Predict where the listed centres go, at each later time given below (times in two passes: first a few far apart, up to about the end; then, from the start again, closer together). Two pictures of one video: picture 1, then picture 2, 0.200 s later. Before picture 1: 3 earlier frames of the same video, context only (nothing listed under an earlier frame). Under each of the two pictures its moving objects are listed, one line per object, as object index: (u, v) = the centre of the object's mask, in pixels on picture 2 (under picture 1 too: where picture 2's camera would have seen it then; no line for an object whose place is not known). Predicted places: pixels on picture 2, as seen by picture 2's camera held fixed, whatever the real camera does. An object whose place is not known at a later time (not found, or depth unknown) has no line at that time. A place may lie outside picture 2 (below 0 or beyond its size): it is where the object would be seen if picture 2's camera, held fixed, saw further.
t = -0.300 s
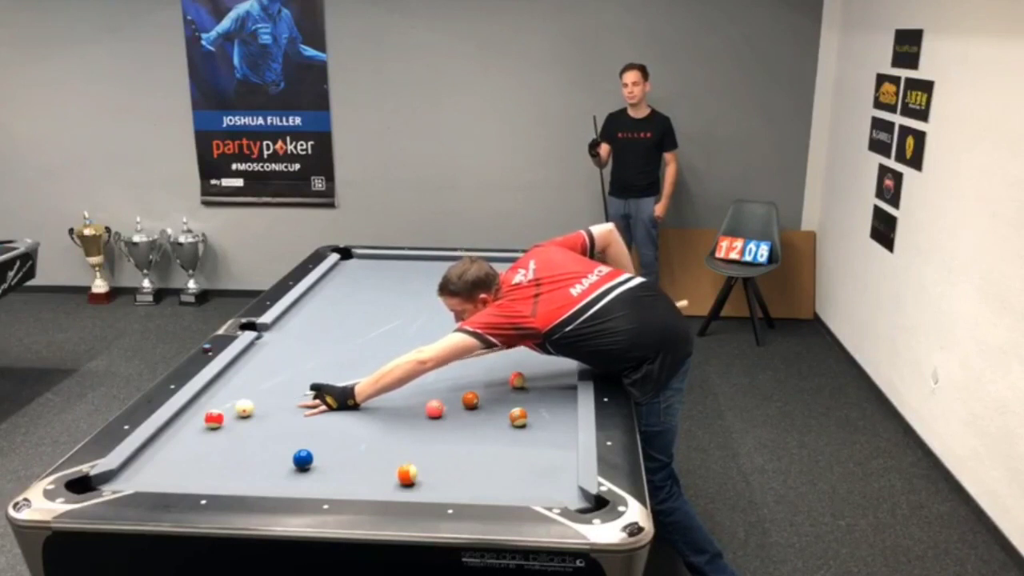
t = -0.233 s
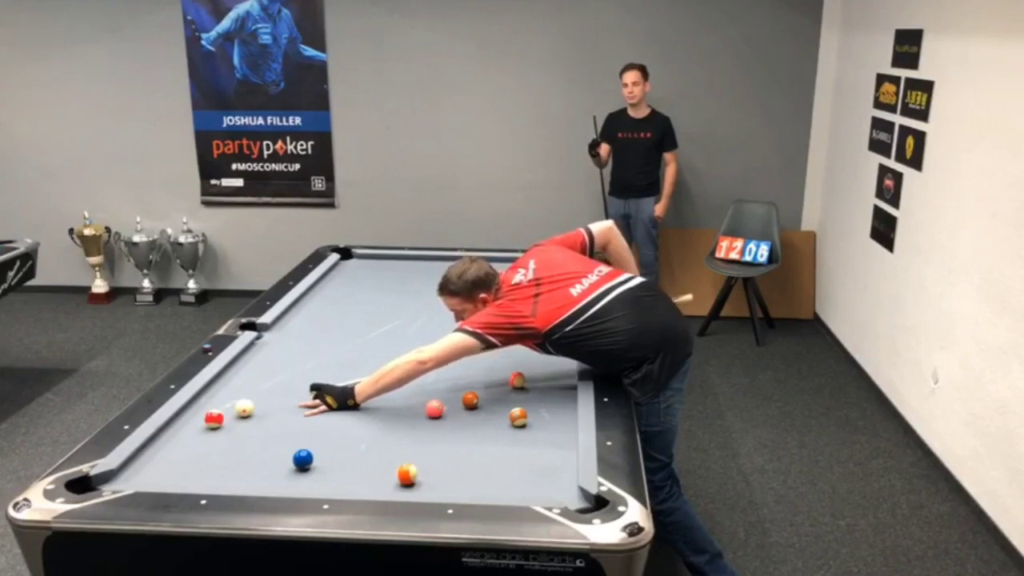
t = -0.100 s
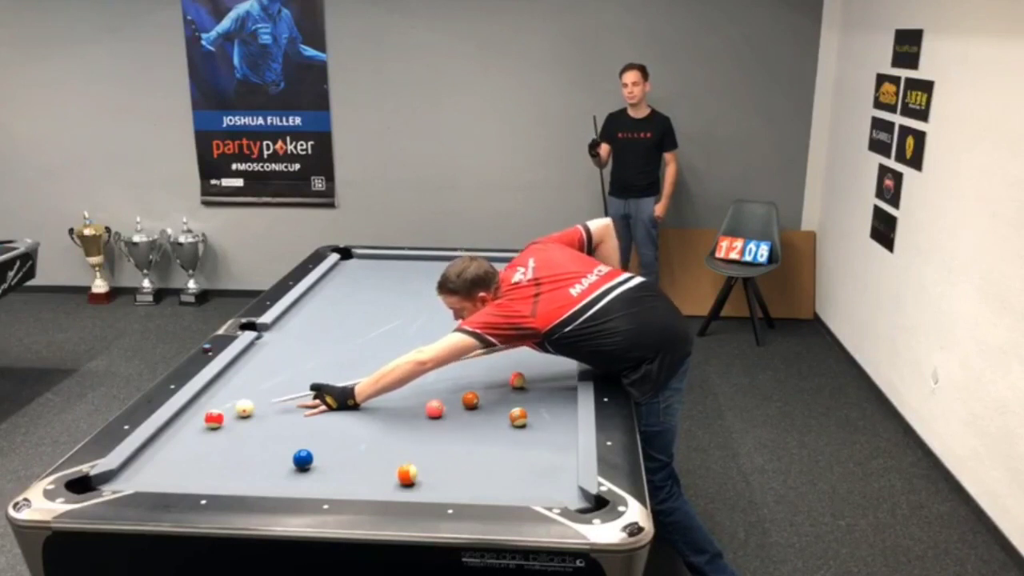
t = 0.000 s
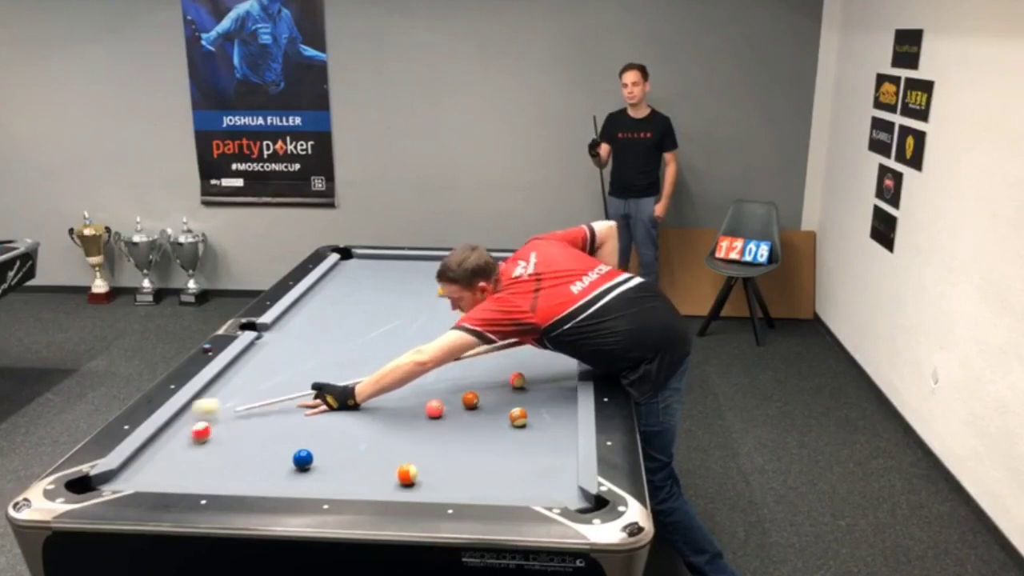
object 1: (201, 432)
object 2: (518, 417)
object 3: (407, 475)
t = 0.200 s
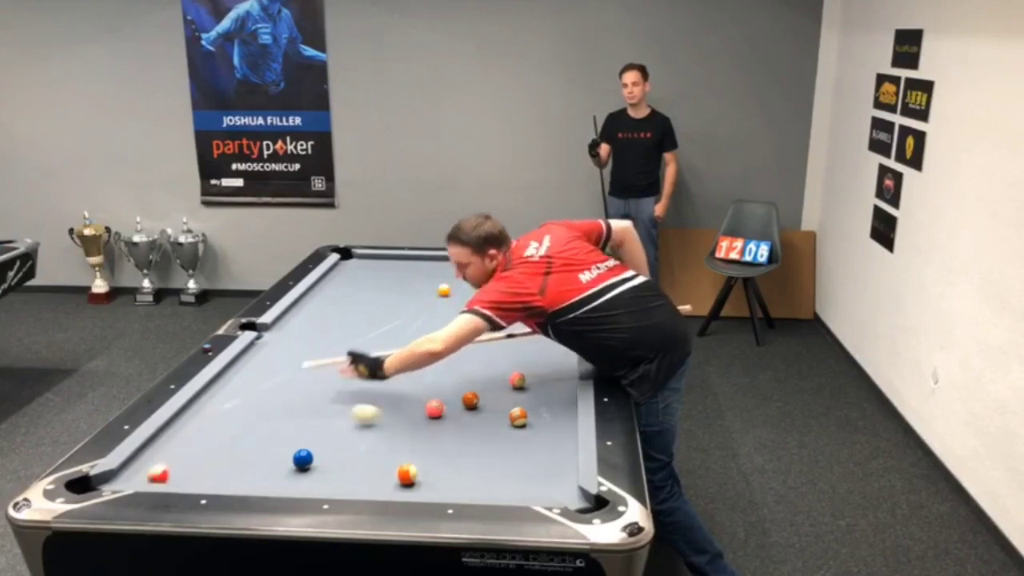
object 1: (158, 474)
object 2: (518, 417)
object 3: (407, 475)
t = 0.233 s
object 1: (153, 477)
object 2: (518, 417)
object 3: (407, 475)
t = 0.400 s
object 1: (169, 459)
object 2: (523, 415)
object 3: (407, 475)
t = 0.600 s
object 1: (184, 438)
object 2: (552, 402)
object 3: (407, 475)
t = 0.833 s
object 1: (200, 415)
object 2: (510, 391)
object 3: (407, 475)
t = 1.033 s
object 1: (213, 399)
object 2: (477, 384)
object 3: (407, 475)
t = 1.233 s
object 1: (222, 384)
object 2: (446, 377)
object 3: (407, 475)
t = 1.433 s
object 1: (232, 370)
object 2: (418, 371)
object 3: (406, 475)
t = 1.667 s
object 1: (243, 357)
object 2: (386, 364)
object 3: (382, 473)
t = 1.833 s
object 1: (254, 348)
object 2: (364, 359)
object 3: (368, 473)
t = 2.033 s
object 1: (266, 339)
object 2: (340, 354)
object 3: (349, 472)
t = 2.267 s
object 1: (279, 329)
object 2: (314, 348)
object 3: (330, 471)
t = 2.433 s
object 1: (287, 323)
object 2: (296, 344)
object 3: (317, 471)
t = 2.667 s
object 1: (299, 315)
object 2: (272, 339)
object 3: (300, 471)
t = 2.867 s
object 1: (306, 308)
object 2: (271, 336)
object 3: (286, 471)
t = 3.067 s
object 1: (314, 302)
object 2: (283, 334)
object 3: (274, 470)
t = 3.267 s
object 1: (321, 297)
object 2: (295, 332)
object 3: (262, 469)
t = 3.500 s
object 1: (328, 291)
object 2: (307, 331)
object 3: (249, 469)
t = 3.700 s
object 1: (334, 286)
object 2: (316, 330)
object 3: (240, 469)
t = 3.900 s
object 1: (339, 282)
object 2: (325, 330)
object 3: (231, 470)
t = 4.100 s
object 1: (344, 277)
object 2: (333, 329)
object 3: (223, 470)
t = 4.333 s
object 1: (350, 273)
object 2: (341, 328)
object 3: (215, 470)
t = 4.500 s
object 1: (353, 270)
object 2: (347, 328)
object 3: (210, 470)
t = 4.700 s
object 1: (357, 267)
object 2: (352, 327)
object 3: (205, 470)
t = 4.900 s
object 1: (361, 264)
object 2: (358, 326)
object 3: (201, 470)
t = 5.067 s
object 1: (364, 261)
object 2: (361, 326)
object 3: (199, 469)
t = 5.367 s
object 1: (368, 258)
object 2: (367, 325)
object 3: (196, 469)
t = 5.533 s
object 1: (370, 257)
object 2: (369, 325)
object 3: (195, 469)
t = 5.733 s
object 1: (369, 258)
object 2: (371, 325)
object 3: (195, 470)
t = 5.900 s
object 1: (369, 259)
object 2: (373, 325)
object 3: (195, 470)
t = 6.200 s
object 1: (368, 260)
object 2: (374, 325)
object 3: (195, 470)
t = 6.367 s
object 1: (367, 262)
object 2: (374, 325)
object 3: (195, 470)
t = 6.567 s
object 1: (366, 263)
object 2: (374, 325)
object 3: (195, 470)
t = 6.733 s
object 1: (365, 263)
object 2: (374, 324)
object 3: (196, 470)
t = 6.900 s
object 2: (374, 325)
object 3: (196, 470)
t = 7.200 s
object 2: (374, 325)
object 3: (196, 470)
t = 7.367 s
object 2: (374, 325)
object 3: (196, 470)
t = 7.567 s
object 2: (374, 325)
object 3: (196, 470)
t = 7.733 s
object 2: (374, 325)
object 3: (196, 470)
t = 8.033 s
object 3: (196, 470)
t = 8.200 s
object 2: (374, 325)
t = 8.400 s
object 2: (374, 325)
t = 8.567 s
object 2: (374, 325)
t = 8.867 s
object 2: (374, 324)
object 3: (196, 470)
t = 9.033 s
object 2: (374, 324)
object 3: (196, 470)
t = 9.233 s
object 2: (373, 324)
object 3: (196, 469)
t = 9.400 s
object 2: (373, 324)
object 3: (196, 469)
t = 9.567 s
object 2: (374, 324)
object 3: (196, 470)
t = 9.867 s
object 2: (374, 324)
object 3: (196, 470)
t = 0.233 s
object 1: (153, 477)
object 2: (518, 417)
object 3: (407, 475)
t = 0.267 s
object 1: (156, 474)
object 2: (518, 417)
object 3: (406, 475)
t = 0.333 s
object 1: (163, 467)
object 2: (518, 417)
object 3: (406, 475)
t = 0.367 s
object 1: (166, 462)
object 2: (518, 417)
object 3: (407, 475)
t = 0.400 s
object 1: (169, 459)
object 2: (523, 415)
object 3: (407, 475)
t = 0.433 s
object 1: (172, 455)
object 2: (538, 412)
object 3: (407, 475)
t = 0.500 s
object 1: (177, 448)
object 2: (564, 405)
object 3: (407, 475)
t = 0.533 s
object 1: (180, 445)
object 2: (567, 404)
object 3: (406, 475)
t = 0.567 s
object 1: (182, 440)
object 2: (559, 402)
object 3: (407, 475)
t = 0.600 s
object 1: (184, 438)
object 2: (552, 402)
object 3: (407, 475)
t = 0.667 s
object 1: (189, 431)
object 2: (539, 398)
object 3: (406, 475)
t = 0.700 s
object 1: (192, 427)
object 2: (533, 397)
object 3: (407, 475)
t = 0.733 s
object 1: (194, 424)
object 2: (528, 395)
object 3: (407, 475)
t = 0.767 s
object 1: (196, 421)
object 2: (521, 394)
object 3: (407, 475)
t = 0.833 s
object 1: (200, 415)
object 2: (510, 391)
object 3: (407, 475)
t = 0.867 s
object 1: (202, 412)
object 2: (504, 390)
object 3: (406, 475)
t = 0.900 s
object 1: (204, 409)
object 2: (499, 389)
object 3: (407, 475)
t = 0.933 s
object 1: (207, 407)
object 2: (494, 387)
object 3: (406, 475)
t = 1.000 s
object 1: (211, 401)
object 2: (483, 385)
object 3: (407, 475)
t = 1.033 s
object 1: (213, 399)
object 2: (477, 384)
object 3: (407, 475)
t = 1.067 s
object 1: (214, 396)
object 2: (472, 383)
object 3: (407, 475)
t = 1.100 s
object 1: (216, 393)
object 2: (467, 382)
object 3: (407, 475)
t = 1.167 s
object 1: (219, 389)
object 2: (457, 379)
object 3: (407, 475)
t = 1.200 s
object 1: (221, 387)
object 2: (451, 378)
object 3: (406, 475)
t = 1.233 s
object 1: (222, 384)
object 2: (446, 377)
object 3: (407, 475)
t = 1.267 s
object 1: (224, 381)
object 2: (441, 376)
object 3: (407, 475)
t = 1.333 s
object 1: (227, 377)
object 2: (432, 374)
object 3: (407, 475)
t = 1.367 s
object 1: (229, 375)
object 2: (427, 373)
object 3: (407, 475)
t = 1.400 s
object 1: (231, 372)
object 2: (423, 372)
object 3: (407, 475)
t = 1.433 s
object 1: (232, 370)
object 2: (418, 371)
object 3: (406, 475)
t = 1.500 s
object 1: (235, 367)
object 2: (408, 369)
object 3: (399, 474)
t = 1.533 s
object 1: (237, 364)
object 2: (403, 368)
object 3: (396, 474)
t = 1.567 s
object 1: (238, 362)
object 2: (399, 366)
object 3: (392, 474)
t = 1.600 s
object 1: (240, 360)
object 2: (395, 365)
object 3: (389, 474)
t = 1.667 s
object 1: (243, 357)
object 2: (386, 364)
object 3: (382, 473)
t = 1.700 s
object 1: (247, 355)
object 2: (381, 363)
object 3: (379, 473)
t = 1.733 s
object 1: (248, 353)
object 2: (377, 362)
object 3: (376, 473)
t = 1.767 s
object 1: (250, 352)
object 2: (373, 361)
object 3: (373, 473)
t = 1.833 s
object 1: (254, 348)
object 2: (364, 359)
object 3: (368, 473)
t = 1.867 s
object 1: (257, 346)
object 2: (360, 358)
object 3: (364, 473)
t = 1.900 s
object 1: (259, 345)
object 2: (356, 357)
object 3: (361, 473)
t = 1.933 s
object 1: (261, 344)
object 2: (352, 356)
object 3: (358, 472)
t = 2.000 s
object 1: (264, 341)
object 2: (344, 355)
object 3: (352, 472)
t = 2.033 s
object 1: (266, 339)
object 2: (340, 354)
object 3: (349, 472)
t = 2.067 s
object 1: (268, 338)
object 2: (336, 353)
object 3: (346, 472)
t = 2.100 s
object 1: (270, 337)
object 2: (332, 352)
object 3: (343, 472)
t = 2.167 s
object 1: (274, 334)
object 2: (325, 350)
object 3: (339, 472)
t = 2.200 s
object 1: (275, 332)
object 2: (321, 350)
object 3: (335, 472)
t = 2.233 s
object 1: (277, 331)
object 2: (318, 348)
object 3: (333, 471)
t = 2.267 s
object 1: (279, 329)
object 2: (314, 348)
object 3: (330, 471)
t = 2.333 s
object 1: (282, 327)
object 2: (306, 346)
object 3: (324, 471)
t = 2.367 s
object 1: (284, 326)
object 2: (302, 345)
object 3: (322, 471)
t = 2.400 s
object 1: (286, 324)
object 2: (299, 344)
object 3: (320, 471)
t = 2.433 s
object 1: (287, 323)
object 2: (296, 344)
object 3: (317, 471)
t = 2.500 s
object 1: (290, 321)
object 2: (289, 342)
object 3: (312, 471)
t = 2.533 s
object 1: (292, 319)
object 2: (286, 342)
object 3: (310, 471)
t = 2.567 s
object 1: (293, 318)
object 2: (282, 341)
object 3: (307, 471)
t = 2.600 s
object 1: (295, 317)
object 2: (279, 340)
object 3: (305, 470)
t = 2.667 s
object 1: (299, 315)
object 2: (272, 339)
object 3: (300, 471)
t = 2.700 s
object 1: (299, 314)
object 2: (269, 338)
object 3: (298, 471)
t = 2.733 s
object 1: (301, 312)
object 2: (266, 337)
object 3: (296, 470)
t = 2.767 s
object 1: (302, 311)
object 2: (266, 337)
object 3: (293, 470)
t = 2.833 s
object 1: (305, 309)
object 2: (269, 336)
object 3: (288, 470)
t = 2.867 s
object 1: (306, 308)
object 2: (271, 336)
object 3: (286, 471)
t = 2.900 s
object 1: (307, 307)
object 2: (274, 335)
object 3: (284, 471)
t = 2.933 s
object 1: (309, 307)
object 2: (275, 335)
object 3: (282, 470)
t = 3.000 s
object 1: (311, 304)
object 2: (280, 335)
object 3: (278, 470)
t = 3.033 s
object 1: (313, 303)
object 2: (281, 334)
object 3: (276, 470)
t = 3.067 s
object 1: (314, 302)
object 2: (283, 334)
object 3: (274, 470)
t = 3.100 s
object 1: (315, 302)
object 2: (286, 334)
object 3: (271, 470)
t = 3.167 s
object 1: (317, 299)
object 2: (289, 333)
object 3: (267, 470)
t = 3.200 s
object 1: (319, 298)
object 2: (291, 333)
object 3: (265, 470)
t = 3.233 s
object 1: (320, 298)
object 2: (294, 333)
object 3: (264, 470)
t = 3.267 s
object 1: (321, 297)
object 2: (295, 332)
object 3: (262, 469)
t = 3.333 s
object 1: (323, 295)
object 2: (299, 332)
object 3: (258, 469)
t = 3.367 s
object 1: (324, 294)
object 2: (301, 332)
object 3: (256, 469)
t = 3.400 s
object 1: (325, 293)
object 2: (302, 332)
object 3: (254, 469)
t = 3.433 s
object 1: (326, 292)
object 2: (304, 332)
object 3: (252, 469)
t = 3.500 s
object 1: (328, 291)
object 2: (307, 331)
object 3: (249, 469)
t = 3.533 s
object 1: (329, 290)
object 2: (309, 331)
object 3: (247, 469)
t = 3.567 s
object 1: (330, 289)
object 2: (310, 331)
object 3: (246, 469)
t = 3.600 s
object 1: (331, 288)
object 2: (312, 331)
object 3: (244, 469)
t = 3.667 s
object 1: (333, 287)
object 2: (315, 330)
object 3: (241, 470)
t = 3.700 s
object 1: (334, 286)
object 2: (316, 330)
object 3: (240, 469)
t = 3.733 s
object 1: (335, 285)
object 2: (318, 330)
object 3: (238, 469)
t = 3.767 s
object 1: (336, 284)
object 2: (319, 330)
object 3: (237, 470)
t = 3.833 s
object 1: (338, 283)
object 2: (322, 330)
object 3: (234, 470)
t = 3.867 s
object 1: (339, 282)
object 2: (324, 330)
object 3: (232, 470)
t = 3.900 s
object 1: (339, 282)
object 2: (325, 330)
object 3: (231, 470)
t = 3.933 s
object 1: (340, 281)
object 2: (327, 329)
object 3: (229, 470)
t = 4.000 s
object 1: (342, 279)
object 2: (329, 330)
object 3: (227, 470)
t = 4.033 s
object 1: (343, 278)
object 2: (331, 330)
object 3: (225, 470)
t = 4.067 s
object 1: (343, 278)
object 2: (332, 330)
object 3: (224, 470)
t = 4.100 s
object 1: (344, 277)
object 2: (333, 329)
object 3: (223, 470)
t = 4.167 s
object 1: (346, 276)
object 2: (335, 328)
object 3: (220, 470)
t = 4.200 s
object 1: (346, 275)
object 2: (336, 328)
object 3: (219, 470)
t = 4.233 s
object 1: (347, 275)
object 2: (338, 328)
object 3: (218, 470)
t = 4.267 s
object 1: (348, 274)
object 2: (339, 328)
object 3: (217, 470)
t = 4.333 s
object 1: (350, 273)
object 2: (341, 328)
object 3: (215, 470)
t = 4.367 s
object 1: (351, 272)
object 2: (343, 328)
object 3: (214, 470)
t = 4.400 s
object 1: (351, 272)
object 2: (344, 328)
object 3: (213, 470)
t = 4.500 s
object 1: (353, 270)
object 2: (347, 328)
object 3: (210, 470)
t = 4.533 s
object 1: (354, 269)
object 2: (347, 328)
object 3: (209, 470)
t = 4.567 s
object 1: (355, 268)
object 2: (349, 327)
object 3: (208, 470)
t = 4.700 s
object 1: (357, 267)
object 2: (352, 327)
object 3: (205, 470)
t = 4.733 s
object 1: (358, 266)
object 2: (353, 326)
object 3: (204, 470)
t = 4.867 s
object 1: (360, 264)
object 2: (356, 326)
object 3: (202, 470)
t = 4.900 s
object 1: (361, 264)
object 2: (358, 326)
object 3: (201, 470)
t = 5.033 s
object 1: (363, 262)
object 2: (360, 326)
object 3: (199, 469)
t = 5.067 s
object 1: (364, 261)
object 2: (361, 326)
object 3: (199, 469)
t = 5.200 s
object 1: (366, 259)
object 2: (363, 325)
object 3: (197, 469)
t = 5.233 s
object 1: (367, 259)
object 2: (364, 325)
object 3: (197, 469)
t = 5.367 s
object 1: (368, 258)
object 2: (367, 325)
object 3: (196, 469)
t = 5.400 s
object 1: (369, 258)
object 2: (367, 325)
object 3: (196, 469)
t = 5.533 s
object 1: (370, 257)
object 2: (369, 325)
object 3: (195, 469)
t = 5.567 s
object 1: (370, 257)
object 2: (370, 325)
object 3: (195, 469)
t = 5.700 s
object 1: (369, 258)
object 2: (371, 325)
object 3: (195, 470)
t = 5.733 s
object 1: (369, 258)
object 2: (371, 325)
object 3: (195, 470)
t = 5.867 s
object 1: (369, 259)
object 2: (372, 325)
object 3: (195, 470)
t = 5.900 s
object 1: (369, 259)
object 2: (373, 325)
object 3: (195, 470)
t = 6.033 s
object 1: (368, 260)
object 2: (374, 325)
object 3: (195, 470)
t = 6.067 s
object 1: (368, 260)
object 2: (374, 325)
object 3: (195, 470)
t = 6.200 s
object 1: (368, 260)
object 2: (374, 325)
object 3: (195, 470)
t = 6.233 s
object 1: (367, 261)
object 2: (374, 325)
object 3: (195, 470)
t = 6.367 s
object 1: (367, 262)
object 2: (374, 325)
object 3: (195, 470)
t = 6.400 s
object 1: (367, 262)
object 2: (374, 325)
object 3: (195, 470)
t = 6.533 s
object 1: (366, 263)
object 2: (374, 325)
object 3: (195, 470)
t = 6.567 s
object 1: (366, 263)
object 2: (374, 325)
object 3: (195, 470)
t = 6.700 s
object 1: (365, 263)
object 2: (374, 325)
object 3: (195, 470)
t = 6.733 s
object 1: (365, 263)
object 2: (374, 324)
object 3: (196, 470)
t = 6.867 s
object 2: (374, 325)
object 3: (196, 470)
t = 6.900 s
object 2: (374, 325)
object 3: (196, 470)
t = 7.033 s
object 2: (374, 325)
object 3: (196, 470)
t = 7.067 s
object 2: (374, 325)
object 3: (196, 470)
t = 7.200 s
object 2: (374, 325)
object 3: (196, 470)
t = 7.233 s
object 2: (374, 325)
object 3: (196, 470)
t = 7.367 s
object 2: (374, 325)
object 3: (196, 470)
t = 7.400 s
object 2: (374, 325)
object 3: (196, 470)
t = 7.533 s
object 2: (374, 325)
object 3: (196, 470)
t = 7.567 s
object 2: (374, 325)
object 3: (196, 470)
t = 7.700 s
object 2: (373, 325)
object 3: (196, 470)
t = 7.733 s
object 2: (374, 325)
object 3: (196, 470)
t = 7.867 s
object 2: (373, 325)
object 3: (196, 470)
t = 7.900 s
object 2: (373, 325)
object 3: (196, 470)
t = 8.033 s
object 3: (196, 470)
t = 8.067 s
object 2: (374, 325)
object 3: (196, 470)
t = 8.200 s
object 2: (374, 325)
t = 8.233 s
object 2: (374, 325)
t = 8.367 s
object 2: (374, 325)
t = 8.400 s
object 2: (374, 325)
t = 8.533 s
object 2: (374, 325)
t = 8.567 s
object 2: (374, 325)
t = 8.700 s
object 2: (374, 324)
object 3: (196, 470)
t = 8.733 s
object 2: (374, 324)
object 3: (196, 470)
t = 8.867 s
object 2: (374, 324)
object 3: (196, 470)
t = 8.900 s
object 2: (374, 324)
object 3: (196, 470)
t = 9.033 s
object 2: (374, 324)
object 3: (196, 470)
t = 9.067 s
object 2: (374, 324)
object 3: (196, 470)
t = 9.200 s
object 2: (373, 324)
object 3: (196, 470)
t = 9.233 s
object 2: (373, 324)
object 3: (196, 469)
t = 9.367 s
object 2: (373, 324)
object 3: (196, 469)
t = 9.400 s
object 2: (373, 324)
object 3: (196, 469)
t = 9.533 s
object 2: (373, 324)
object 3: (196, 470)
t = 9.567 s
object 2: (374, 324)
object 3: (196, 470)
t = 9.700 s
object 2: (374, 324)
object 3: (196, 470)
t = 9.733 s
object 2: (374, 324)
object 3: (196, 470)
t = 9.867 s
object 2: (374, 324)
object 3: (196, 470)
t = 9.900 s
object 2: (374, 324)
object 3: (196, 470)
